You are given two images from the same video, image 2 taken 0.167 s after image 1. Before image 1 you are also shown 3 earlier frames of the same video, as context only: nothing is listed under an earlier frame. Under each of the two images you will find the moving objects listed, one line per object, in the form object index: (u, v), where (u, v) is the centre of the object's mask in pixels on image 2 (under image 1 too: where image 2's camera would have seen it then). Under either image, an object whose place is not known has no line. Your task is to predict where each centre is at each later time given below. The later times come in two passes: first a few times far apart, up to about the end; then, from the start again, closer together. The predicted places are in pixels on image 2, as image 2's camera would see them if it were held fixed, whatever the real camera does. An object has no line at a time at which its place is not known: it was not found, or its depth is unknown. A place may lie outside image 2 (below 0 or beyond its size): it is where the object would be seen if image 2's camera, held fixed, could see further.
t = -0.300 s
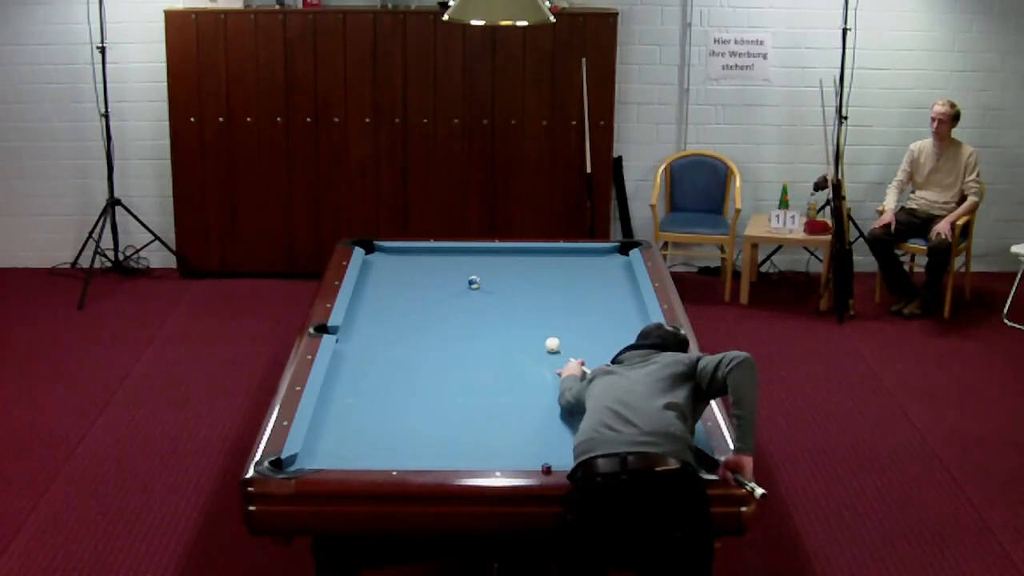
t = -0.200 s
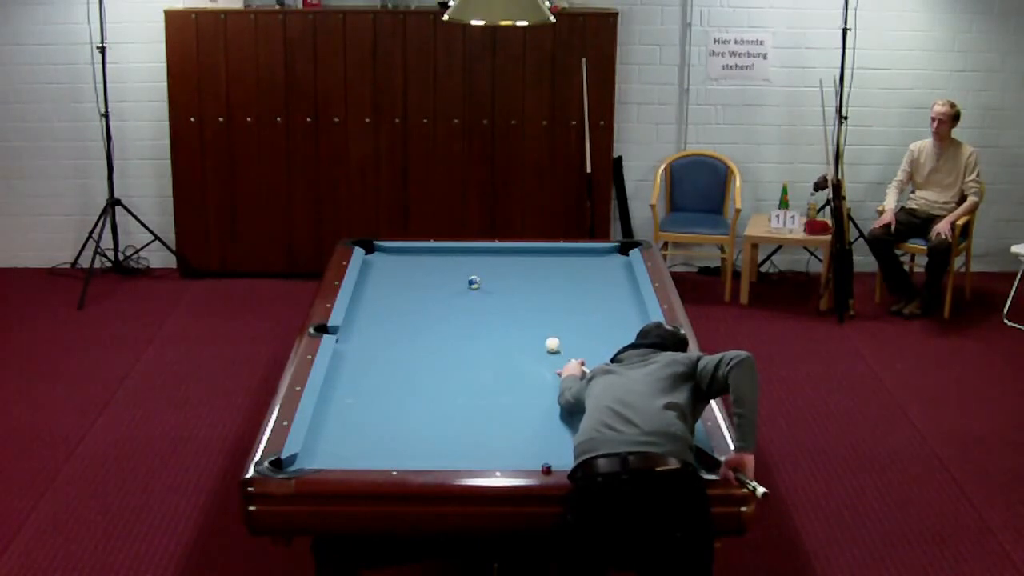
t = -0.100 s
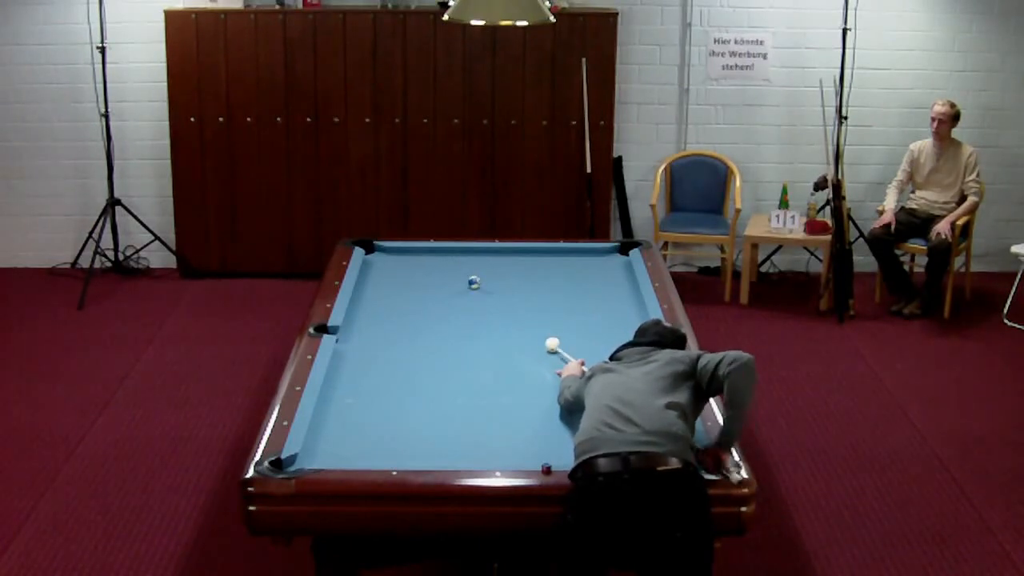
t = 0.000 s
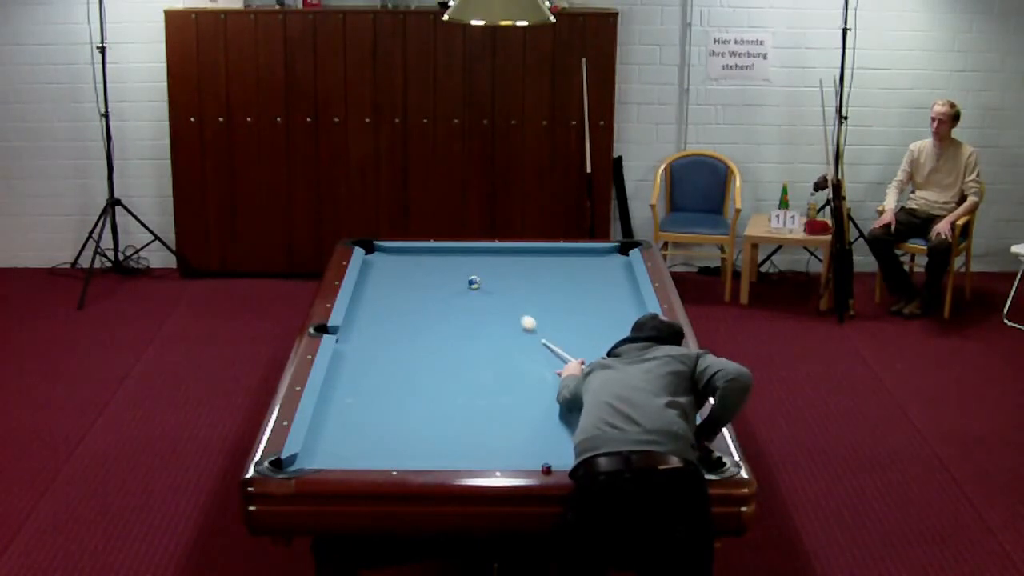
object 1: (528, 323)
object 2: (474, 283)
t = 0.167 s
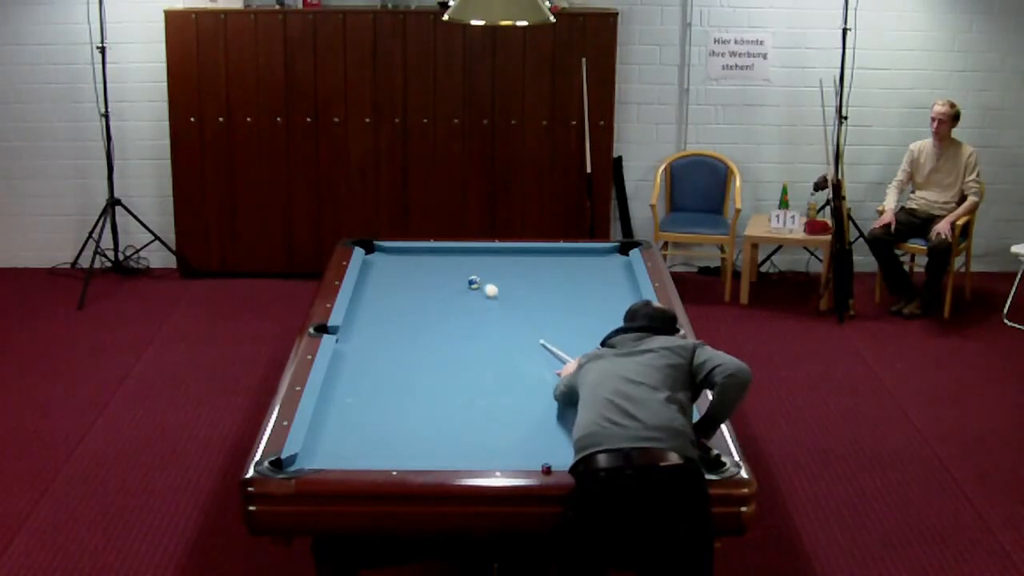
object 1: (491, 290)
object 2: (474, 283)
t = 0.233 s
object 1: (488, 283)
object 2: (464, 280)
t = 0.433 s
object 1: (511, 273)
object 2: (411, 263)
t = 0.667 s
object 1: (534, 264)
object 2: (366, 249)
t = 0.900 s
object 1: (556, 254)
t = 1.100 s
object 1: (574, 251)
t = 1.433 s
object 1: (606, 256)
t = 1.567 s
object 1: (617, 261)
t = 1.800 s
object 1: (620, 266)
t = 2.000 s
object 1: (614, 269)
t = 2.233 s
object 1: (606, 273)
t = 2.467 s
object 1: (598, 278)
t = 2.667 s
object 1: (592, 281)
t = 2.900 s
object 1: (585, 285)
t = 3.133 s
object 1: (579, 289)
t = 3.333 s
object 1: (574, 292)
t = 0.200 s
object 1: (485, 285)
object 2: (473, 282)
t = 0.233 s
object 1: (488, 283)
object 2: (464, 280)
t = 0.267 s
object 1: (492, 281)
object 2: (454, 276)
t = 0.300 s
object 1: (497, 279)
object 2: (443, 273)
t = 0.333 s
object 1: (500, 278)
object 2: (434, 271)
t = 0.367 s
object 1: (504, 277)
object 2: (427, 268)
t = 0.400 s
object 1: (507, 275)
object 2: (418, 266)
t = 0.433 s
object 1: (511, 273)
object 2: (411, 263)
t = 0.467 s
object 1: (514, 272)
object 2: (404, 261)
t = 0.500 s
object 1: (518, 271)
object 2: (398, 260)
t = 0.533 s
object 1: (521, 269)
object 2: (391, 257)
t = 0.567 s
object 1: (524, 268)
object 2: (385, 254)
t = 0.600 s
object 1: (527, 266)
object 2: (378, 252)
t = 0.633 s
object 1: (531, 265)
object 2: (372, 250)
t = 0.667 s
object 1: (534, 264)
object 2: (366, 249)
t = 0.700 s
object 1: (537, 262)
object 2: (361, 246)
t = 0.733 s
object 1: (540, 261)
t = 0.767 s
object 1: (544, 260)
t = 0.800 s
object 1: (547, 258)
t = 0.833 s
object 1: (550, 257)
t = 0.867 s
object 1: (553, 256)
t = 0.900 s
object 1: (556, 254)
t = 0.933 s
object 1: (558, 253)
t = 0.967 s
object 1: (562, 252)
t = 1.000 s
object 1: (565, 250)
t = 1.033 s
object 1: (568, 250)
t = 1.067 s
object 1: (571, 250)
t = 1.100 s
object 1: (574, 251)
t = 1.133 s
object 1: (577, 252)
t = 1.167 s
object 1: (580, 252)
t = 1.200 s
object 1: (583, 253)
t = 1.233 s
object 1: (584, 254)
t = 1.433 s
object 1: (606, 256)
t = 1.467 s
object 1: (607, 259)
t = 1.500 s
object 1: (611, 260)
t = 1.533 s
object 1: (614, 260)
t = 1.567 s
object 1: (617, 261)
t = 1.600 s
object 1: (620, 261)
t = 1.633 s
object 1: (623, 262)
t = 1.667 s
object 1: (625, 263)
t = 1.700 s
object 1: (624, 263)
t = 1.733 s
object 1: (623, 264)
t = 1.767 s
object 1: (622, 265)
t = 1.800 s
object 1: (620, 266)
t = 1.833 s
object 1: (619, 266)
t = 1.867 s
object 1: (618, 267)
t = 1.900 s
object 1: (617, 268)
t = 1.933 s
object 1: (616, 268)
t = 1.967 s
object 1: (615, 269)
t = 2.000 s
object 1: (614, 269)
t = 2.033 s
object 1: (613, 270)
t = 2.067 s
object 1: (612, 270)
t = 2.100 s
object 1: (610, 271)
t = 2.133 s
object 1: (609, 271)
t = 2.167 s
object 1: (608, 272)
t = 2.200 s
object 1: (607, 273)
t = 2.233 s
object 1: (606, 273)
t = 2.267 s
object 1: (605, 274)
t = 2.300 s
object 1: (604, 274)
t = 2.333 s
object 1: (602, 275)
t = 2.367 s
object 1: (602, 276)
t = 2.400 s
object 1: (600, 276)
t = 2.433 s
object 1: (599, 277)
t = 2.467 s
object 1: (598, 278)
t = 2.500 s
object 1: (597, 278)
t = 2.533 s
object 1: (596, 279)
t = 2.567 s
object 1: (595, 280)
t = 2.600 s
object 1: (594, 280)
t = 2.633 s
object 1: (593, 281)
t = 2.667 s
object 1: (592, 281)
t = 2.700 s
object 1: (591, 282)
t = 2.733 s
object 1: (590, 282)
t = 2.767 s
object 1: (589, 283)
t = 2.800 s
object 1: (588, 284)
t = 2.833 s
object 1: (587, 284)
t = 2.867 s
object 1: (586, 285)
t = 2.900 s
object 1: (585, 285)
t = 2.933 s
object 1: (585, 286)
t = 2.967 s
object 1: (583, 286)
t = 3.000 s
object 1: (582, 287)
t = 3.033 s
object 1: (582, 288)
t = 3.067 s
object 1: (581, 288)
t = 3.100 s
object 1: (580, 288)
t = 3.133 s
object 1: (579, 289)
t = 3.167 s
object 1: (578, 290)
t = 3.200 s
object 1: (577, 290)
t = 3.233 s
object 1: (576, 291)
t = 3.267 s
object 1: (575, 291)
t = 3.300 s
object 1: (575, 292)
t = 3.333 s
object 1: (574, 292)
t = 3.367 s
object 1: (573, 293)
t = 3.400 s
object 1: (572, 293)
